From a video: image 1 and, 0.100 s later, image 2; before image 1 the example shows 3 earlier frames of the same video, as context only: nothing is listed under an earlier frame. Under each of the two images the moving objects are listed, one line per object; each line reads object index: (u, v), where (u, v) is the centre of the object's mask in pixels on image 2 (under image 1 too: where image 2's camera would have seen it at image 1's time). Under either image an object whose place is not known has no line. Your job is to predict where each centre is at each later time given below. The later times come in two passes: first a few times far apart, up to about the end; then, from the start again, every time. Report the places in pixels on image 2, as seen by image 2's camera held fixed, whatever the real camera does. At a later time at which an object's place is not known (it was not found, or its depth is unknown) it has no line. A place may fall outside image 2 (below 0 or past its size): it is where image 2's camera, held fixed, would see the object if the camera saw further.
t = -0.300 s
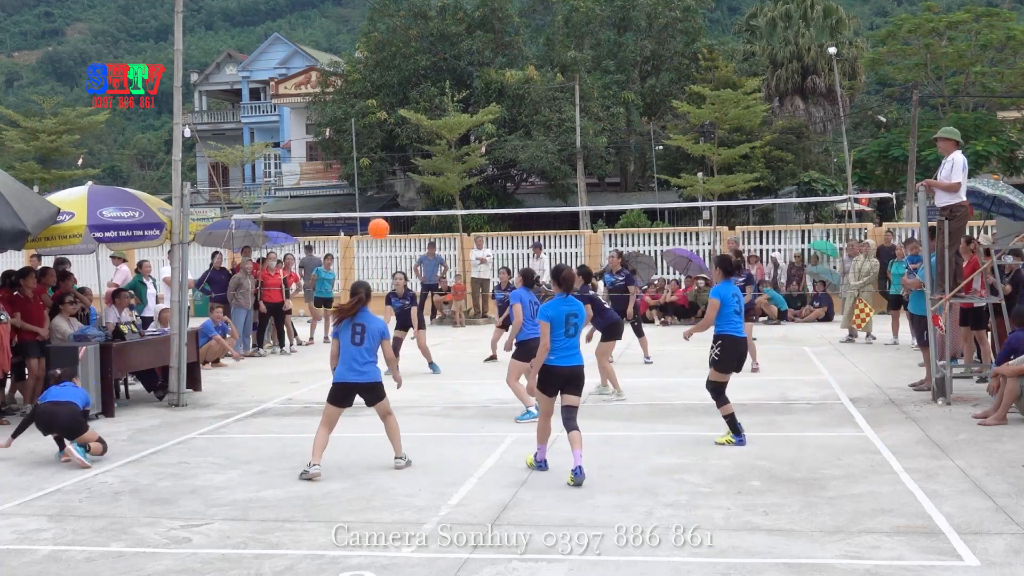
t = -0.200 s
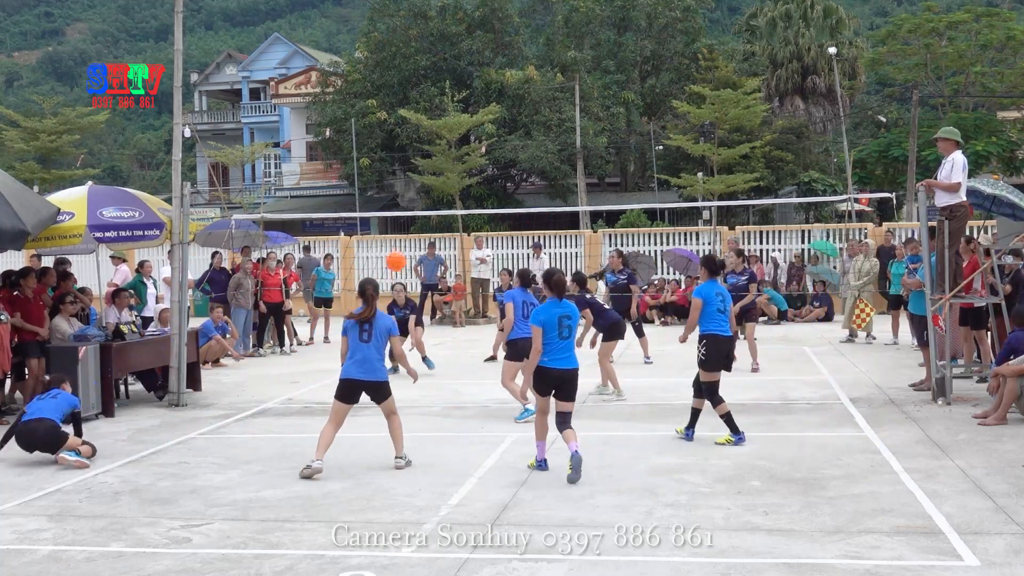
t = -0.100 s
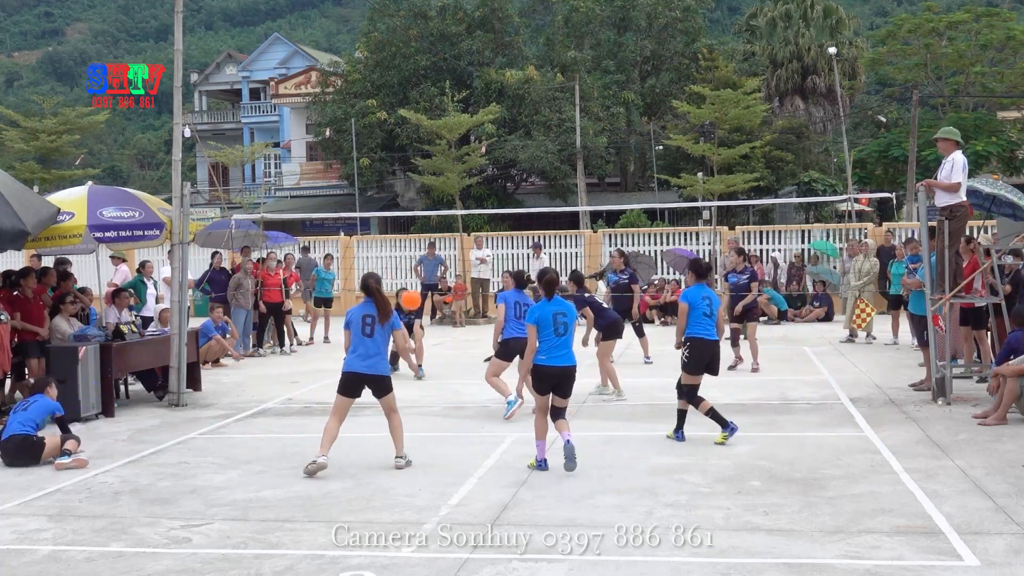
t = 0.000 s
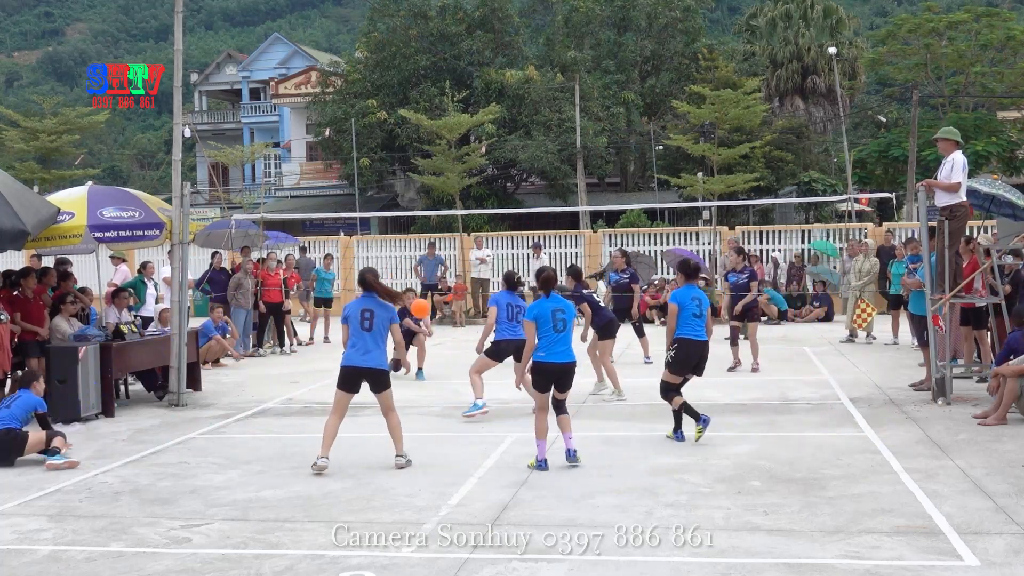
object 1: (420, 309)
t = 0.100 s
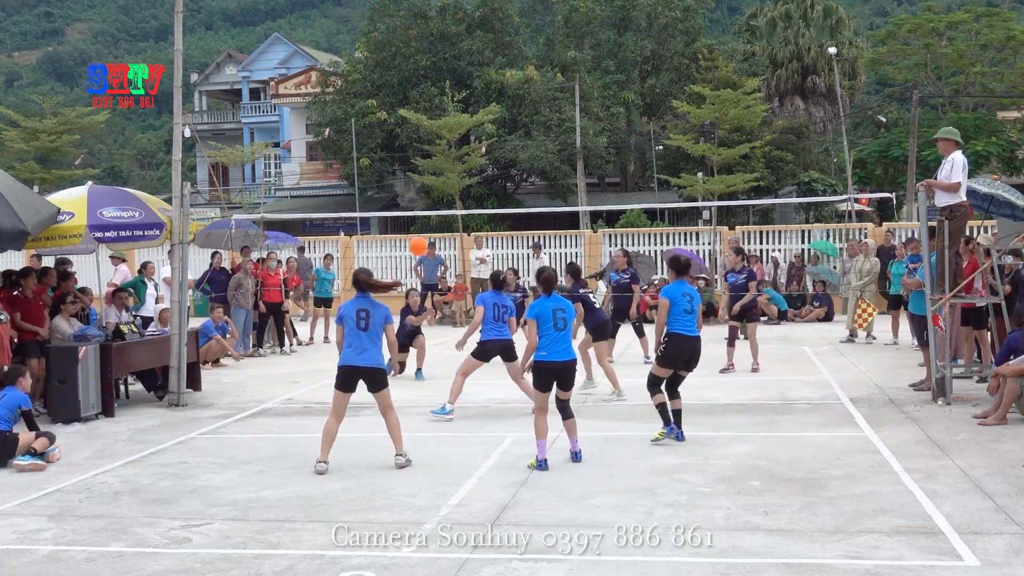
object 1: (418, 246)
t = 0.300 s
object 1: (411, 147)
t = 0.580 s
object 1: (399, 64)
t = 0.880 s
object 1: (385, 47)
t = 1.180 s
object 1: (371, 112)
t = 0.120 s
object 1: (417, 234)
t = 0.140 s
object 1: (417, 224)
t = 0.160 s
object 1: (417, 215)
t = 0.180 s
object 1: (416, 202)
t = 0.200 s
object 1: (415, 193)
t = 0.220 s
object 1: (414, 183)
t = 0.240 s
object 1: (414, 174)
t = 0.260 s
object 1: (413, 165)
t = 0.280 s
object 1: (412, 156)
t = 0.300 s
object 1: (411, 147)
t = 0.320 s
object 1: (410, 139)
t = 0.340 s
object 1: (409, 131)
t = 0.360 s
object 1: (408, 124)
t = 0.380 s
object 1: (408, 117)
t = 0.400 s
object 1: (407, 110)
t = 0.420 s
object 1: (406, 104)
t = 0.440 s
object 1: (405, 98)
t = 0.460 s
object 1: (404, 92)
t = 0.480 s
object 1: (403, 87)
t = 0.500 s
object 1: (402, 82)
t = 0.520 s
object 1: (401, 77)
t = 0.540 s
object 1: (401, 72)
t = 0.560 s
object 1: (400, 68)
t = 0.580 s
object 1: (399, 64)
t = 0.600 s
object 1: (398, 60)
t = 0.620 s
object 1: (397, 57)
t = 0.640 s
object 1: (396, 54)
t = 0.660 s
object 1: (395, 52)
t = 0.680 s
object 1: (394, 50)
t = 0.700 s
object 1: (393, 48)
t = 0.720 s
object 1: (392, 47)
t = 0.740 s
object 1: (391, 46)
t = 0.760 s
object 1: (390, 45)
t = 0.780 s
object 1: (390, 45)
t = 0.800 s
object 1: (389, 44)
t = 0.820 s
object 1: (388, 45)
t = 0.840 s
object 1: (387, 45)
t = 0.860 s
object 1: (386, 46)
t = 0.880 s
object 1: (385, 47)
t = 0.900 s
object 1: (384, 49)
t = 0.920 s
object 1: (383, 51)
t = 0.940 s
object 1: (382, 54)
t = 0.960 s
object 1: (381, 57)
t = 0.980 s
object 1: (380, 60)
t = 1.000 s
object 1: (379, 63)
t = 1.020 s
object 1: (378, 67)
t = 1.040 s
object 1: (378, 72)
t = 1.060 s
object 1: (377, 76)
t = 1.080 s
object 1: (376, 81)
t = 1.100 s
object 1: (375, 86)
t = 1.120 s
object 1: (374, 92)
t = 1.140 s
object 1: (373, 98)
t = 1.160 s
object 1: (372, 105)
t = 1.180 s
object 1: (371, 112)
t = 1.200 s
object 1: (370, 119)
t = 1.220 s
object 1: (370, 127)
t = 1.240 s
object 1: (369, 135)
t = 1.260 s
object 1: (368, 143)
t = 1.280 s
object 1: (367, 152)
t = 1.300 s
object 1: (366, 161)
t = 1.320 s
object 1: (365, 170)
